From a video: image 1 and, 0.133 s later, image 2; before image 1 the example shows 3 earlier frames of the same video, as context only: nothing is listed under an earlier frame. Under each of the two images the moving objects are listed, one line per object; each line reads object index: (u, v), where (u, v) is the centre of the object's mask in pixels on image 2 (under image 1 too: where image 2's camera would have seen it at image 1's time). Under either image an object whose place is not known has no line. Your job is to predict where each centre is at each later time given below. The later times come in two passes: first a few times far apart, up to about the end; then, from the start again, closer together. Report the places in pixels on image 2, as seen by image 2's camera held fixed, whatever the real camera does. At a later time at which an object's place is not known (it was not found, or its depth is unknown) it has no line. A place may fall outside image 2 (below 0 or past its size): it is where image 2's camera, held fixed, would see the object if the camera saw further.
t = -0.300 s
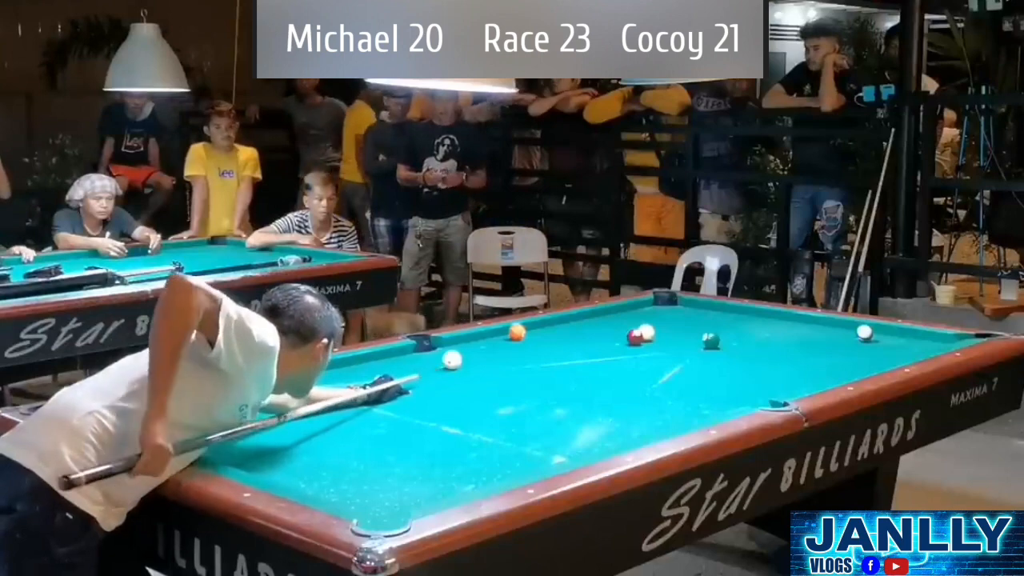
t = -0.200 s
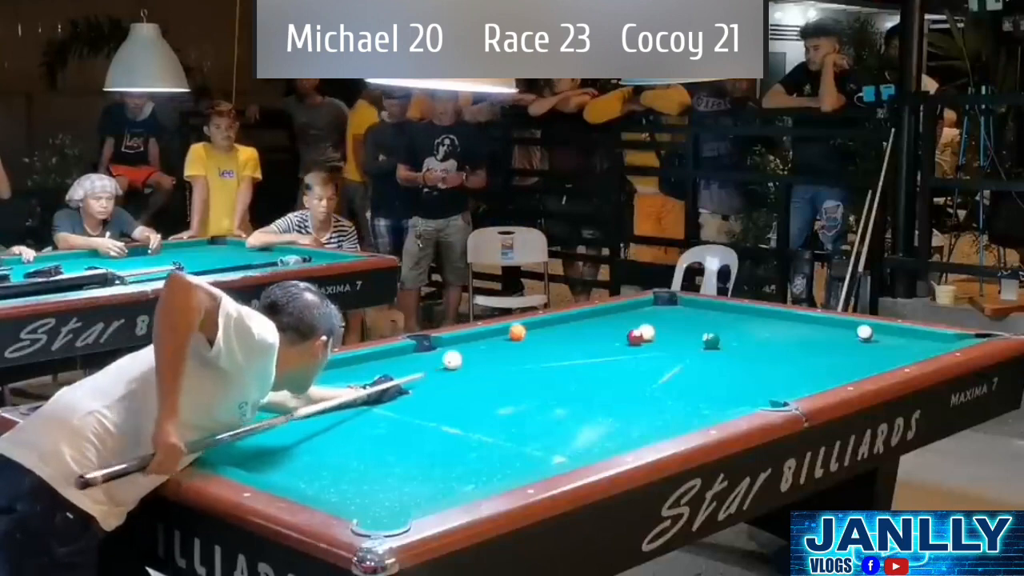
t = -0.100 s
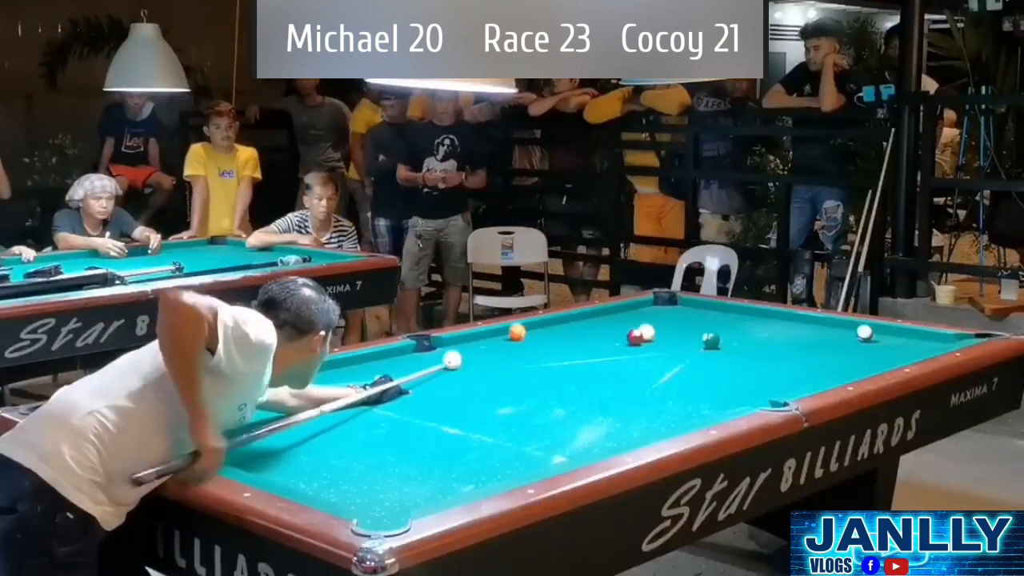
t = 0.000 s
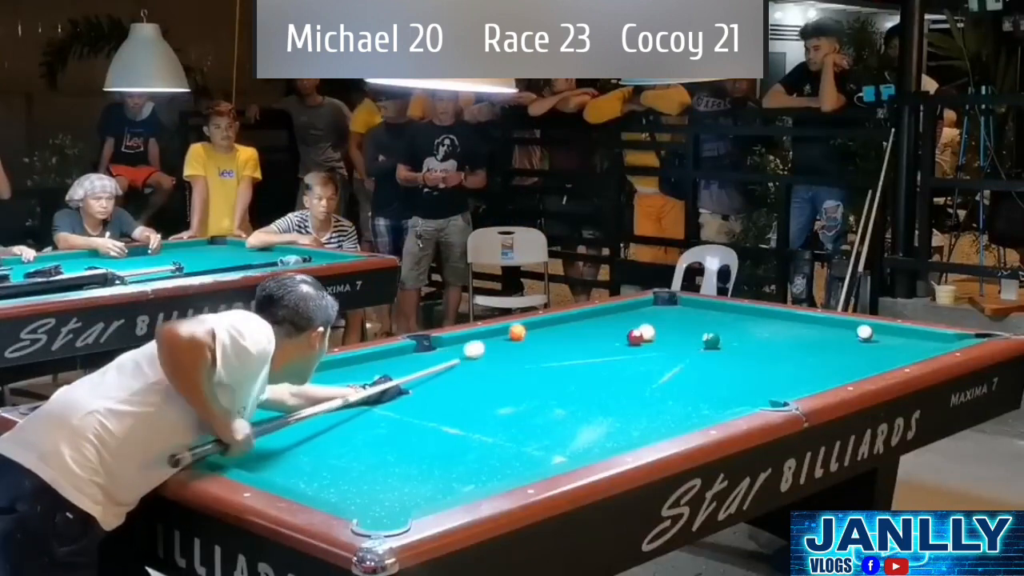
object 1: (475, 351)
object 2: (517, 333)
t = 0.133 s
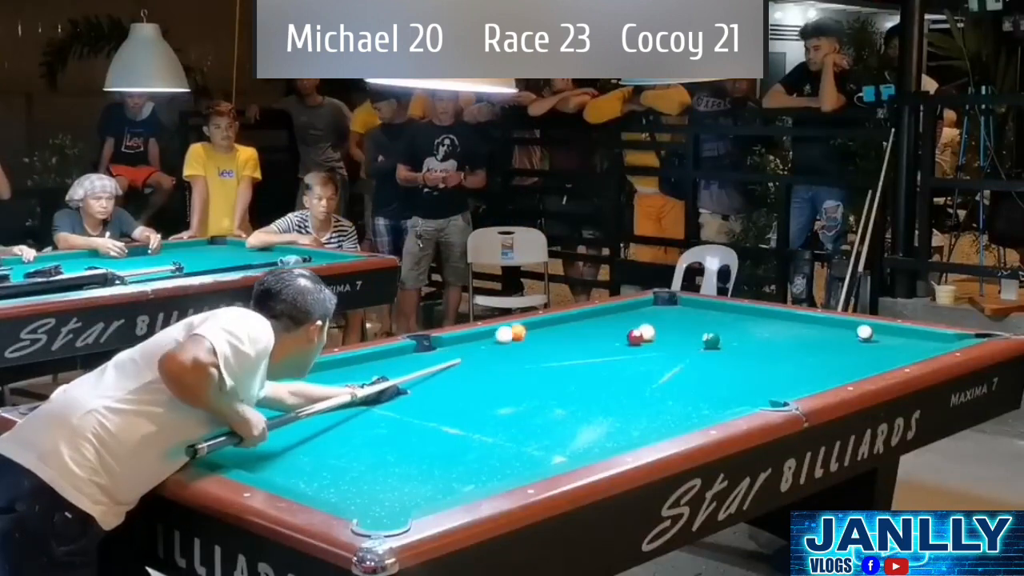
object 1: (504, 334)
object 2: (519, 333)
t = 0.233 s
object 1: (496, 332)
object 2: (543, 326)
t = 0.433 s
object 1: (501, 334)
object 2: (585, 317)
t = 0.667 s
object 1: (508, 336)
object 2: (626, 307)
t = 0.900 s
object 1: (514, 339)
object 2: (667, 300)
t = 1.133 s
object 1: (520, 341)
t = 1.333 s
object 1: (525, 342)
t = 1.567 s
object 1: (529, 344)
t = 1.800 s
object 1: (533, 345)
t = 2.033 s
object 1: (536, 346)
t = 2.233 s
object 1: (538, 347)
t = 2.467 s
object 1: (541, 348)
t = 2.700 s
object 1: (542, 348)
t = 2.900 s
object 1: (543, 348)
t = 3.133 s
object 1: (543, 349)
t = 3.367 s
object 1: (542, 348)
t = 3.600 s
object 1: (542, 348)
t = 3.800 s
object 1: (542, 348)
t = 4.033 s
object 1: (542, 348)
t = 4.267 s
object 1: (543, 348)
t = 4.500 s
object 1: (543, 348)
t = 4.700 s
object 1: (542, 349)
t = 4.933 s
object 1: (543, 349)
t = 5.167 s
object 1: (543, 348)
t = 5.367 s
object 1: (543, 348)
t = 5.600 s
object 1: (543, 348)
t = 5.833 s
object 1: (543, 348)
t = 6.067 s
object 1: (543, 348)
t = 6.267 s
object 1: (543, 348)
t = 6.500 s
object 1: (543, 348)
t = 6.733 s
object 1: (543, 348)
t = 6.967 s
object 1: (543, 348)
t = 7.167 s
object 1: (543, 348)
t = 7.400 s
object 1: (543, 348)
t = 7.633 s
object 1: (543, 348)
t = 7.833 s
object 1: (543, 348)
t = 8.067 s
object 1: (543, 348)
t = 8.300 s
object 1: (543, 348)
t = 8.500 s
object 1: (543, 348)
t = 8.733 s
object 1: (543, 348)
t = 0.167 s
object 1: (502, 333)
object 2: (525, 330)
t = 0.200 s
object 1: (499, 332)
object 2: (534, 328)
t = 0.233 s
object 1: (496, 332)
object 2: (543, 326)
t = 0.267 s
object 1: (496, 332)
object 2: (551, 324)
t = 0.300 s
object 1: (497, 332)
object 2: (559, 322)
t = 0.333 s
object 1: (498, 332)
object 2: (566, 321)
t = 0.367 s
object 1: (499, 333)
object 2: (572, 319)
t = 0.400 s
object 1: (500, 333)
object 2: (579, 318)
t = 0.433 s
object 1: (501, 334)
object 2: (585, 317)
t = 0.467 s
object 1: (502, 334)
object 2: (591, 315)
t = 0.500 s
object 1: (503, 334)
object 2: (597, 313)
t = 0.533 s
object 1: (504, 335)
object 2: (603, 312)
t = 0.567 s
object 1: (505, 335)
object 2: (609, 311)
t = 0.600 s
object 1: (506, 335)
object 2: (614, 310)
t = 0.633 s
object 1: (507, 336)
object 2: (620, 309)
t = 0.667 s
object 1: (508, 336)
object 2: (626, 307)
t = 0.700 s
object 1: (509, 337)
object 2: (632, 306)
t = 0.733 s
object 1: (510, 337)
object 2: (638, 305)
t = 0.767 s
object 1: (511, 337)
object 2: (644, 304)
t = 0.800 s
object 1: (512, 338)
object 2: (650, 303)
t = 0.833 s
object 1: (513, 338)
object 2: (656, 302)
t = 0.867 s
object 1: (514, 338)
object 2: (662, 301)
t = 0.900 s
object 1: (514, 339)
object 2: (667, 300)
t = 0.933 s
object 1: (515, 339)
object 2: (673, 299)
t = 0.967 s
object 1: (516, 339)
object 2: (670, 299)
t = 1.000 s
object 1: (517, 339)
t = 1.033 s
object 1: (518, 340)
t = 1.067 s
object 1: (519, 340)
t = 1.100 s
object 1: (520, 340)
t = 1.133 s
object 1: (520, 341)
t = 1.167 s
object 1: (521, 341)
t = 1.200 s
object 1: (522, 341)
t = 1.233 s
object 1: (523, 341)
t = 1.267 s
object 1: (523, 342)
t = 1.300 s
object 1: (524, 342)
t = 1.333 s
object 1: (525, 342)
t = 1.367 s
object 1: (525, 342)
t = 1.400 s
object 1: (526, 342)
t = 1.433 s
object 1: (527, 343)
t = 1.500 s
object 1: (528, 343)
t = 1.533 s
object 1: (528, 343)
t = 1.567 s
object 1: (529, 344)
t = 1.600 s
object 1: (530, 344)
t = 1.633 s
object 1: (530, 344)
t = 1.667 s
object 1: (531, 345)
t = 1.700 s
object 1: (531, 345)
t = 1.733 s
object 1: (532, 345)
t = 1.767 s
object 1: (532, 345)
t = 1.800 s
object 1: (533, 345)
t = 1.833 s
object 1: (533, 345)
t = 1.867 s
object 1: (534, 346)
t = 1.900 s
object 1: (534, 346)
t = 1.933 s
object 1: (535, 346)
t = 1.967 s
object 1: (535, 346)
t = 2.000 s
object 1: (536, 346)
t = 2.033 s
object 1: (536, 346)
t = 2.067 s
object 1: (537, 346)
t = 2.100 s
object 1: (537, 346)
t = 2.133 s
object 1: (537, 347)
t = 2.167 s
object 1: (538, 347)
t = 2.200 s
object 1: (538, 347)
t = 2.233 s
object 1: (538, 347)
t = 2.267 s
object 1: (539, 347)
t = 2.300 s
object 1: (539, 347)
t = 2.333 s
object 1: (539, 347)
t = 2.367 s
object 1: (540, 348)
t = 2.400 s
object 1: (540, 348)
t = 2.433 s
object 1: (540, 348)
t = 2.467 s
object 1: (541, 348)
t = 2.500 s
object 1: (541, 348)
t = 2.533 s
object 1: (541, 348)
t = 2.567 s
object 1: (541, 348)
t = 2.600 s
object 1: (542, 348)
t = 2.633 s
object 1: (542, 348)
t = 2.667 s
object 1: (542, 348)
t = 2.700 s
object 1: (542, 348)
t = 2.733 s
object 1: (542, 348)
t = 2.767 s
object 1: (542, 348)
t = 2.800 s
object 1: (542, 348)
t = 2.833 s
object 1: (543, 348)
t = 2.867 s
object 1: (543, 348)
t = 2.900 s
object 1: (543, 348)
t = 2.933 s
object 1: (543, 348)
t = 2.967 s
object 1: (543, 348)
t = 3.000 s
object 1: (543, 348)
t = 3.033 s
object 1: (543, 349)
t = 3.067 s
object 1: (543, 349)
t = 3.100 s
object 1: (543, 349)
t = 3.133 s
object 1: (543, 349)
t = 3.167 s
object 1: (543, 349)
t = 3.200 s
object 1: (543, 348)
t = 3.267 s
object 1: (543, 348)
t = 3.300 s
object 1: (543, 348)
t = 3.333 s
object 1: (542, 348)
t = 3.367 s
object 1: (542, 348)
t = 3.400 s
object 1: (542, 348)
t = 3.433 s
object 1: (542, 348)
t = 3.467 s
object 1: (542, 348)
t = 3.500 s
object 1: (542, 348)
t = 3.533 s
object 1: (542, 348)
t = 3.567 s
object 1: (542, 348)
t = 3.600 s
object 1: (542, 348)
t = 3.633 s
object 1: (542, 348)
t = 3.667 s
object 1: (542, 348)
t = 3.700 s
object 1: (542, 348)
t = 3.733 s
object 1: (542, 348)
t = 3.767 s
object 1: (542, 348)
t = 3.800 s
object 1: (542, 348)
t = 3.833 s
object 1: (542, 348)
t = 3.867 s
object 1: (542, 348)
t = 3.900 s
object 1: (542, 348)
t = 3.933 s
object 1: (542, 348)
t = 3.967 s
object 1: (542, 348)
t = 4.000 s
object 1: (542, 348)
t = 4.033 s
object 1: (542, 348)
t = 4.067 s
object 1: (543, 348)
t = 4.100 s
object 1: (543, 348)
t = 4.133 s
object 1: (543, 348)
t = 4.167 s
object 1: (542, 348)
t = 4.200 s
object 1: (543, 348)
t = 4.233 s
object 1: (543, 348)
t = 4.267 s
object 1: (543, 348)
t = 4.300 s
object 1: (543, 348)
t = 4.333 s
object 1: (543, 348)
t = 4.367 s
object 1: (543, 348)
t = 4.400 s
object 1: (543, 348)
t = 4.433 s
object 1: (543, 348)
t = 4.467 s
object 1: (543, 348)
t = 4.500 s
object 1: (543, 348)
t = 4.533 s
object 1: (542, 348)
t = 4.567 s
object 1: (542, 348)
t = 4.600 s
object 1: (542, 348)
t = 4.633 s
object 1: (543, 349)
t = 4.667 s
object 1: (543, 348)
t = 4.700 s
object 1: (542, 349)
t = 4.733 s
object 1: (543, 349)
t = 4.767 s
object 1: (542, 349)
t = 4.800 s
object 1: (542, 349)
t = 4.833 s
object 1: (542, 349)
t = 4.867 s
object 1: (542, 349)
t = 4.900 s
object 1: (542, 349)
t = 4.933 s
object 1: (543, 349)
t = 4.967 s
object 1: (542, 349)
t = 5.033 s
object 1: (543, 348)
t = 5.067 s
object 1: (543, 349)
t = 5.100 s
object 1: (543, 349)
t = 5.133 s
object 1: (543, 349)
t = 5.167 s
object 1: (543, 348)
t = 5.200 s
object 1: (543, 349)
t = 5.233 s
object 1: (543, 349)
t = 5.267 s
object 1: (543, 349)
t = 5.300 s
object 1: (543, 348)
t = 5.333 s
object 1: (543, 349)
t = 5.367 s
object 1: (543, 348)
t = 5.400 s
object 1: (543, 348)
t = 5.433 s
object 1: (543, 348)
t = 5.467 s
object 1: (543, 348)
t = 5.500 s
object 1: (543, 348)
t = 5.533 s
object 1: (543, 348)
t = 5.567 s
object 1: (543, 348)
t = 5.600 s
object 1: (543, 348)
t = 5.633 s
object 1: (543, 348)
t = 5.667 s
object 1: (543, 348)
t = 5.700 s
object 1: (543, 348)
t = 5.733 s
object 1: (543, 348)
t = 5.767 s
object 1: (543, 348)
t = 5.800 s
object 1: (543, 348)
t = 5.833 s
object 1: (543, 348)
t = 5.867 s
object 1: (543, 348)
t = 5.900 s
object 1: (543, 348)
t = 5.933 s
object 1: (543, 348)
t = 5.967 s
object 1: (543, 348)
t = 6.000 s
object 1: (543, 348)
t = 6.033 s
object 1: (543, 348)
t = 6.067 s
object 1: (543, 348)
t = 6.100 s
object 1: (543, 348)
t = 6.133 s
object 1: (543, 348)
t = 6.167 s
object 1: (543, 348)
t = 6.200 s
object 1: (543, 348)
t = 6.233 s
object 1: (543, 348)
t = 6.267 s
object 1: (543, 348)
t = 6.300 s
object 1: (543, 348)
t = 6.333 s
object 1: (543, 348)
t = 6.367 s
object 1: (543, 348)
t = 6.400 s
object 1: (543, 348)
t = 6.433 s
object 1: (543, 348)
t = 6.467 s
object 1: (543, 348)
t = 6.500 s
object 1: (543, 348)
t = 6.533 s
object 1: (543, 348)
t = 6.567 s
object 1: (543, 348)
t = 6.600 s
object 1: (543, 348)
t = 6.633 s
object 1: (543, 348)
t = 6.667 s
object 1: (543, 348)
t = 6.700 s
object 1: (543, 348)
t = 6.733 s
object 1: (543, 348)
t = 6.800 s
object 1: (543, 348)
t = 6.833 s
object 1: (543, 348)
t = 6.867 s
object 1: (543, 348)
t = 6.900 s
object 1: (543, 348)
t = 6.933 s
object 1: (543, 348)
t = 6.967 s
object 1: (543, 348)
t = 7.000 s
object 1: (543, 348)
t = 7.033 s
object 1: (543, 348)
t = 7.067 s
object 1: (543, 348)
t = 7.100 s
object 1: (543, 348)
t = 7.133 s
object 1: (543, 348)
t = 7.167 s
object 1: (543, 348)
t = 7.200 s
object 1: (543, 348)
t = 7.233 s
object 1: (543, 348)
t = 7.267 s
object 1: (543, 348)
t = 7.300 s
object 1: (543, 348)
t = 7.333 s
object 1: (543, 348)
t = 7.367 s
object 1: (543, 348)
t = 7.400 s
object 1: (543, 348)
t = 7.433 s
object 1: (543, 348)
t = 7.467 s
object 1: (543, 348)
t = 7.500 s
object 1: (543, 348)
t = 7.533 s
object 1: (543, 348)
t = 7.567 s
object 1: (543, 348)
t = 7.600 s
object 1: (543, 348)
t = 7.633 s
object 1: (543, 348)
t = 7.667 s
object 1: (543, 348)
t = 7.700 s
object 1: (543, 348)
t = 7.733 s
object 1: (543, 348)
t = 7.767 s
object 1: (543, 348)
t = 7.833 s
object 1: (543, 348)
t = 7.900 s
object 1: (543, 348)
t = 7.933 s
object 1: (543, 348)
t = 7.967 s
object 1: (543, 348)
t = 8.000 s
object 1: (543, 348)
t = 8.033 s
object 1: (543, 348)
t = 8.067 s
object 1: (543, 348)
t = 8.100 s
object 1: (543, 348)
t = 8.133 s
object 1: (543, 348)
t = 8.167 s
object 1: (543, 348)
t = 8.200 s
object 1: (543, 348)
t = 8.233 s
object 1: (543, 348)
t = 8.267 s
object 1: (543, 348)
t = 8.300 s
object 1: (543, 348)
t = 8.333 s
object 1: (543, 348)
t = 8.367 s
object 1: (543, 348)
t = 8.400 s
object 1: (543, 348)
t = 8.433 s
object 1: (543, 348)
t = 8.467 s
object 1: (543, 348)
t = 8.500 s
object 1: (543, 348)
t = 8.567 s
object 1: (543, 348)
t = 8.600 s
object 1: (543, 348)
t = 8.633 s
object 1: (543, 348)
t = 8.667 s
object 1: (543, 348)
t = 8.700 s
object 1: (543, 348)
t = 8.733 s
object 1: (543, 348)
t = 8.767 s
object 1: (543, 348)
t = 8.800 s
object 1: (543, 348)
